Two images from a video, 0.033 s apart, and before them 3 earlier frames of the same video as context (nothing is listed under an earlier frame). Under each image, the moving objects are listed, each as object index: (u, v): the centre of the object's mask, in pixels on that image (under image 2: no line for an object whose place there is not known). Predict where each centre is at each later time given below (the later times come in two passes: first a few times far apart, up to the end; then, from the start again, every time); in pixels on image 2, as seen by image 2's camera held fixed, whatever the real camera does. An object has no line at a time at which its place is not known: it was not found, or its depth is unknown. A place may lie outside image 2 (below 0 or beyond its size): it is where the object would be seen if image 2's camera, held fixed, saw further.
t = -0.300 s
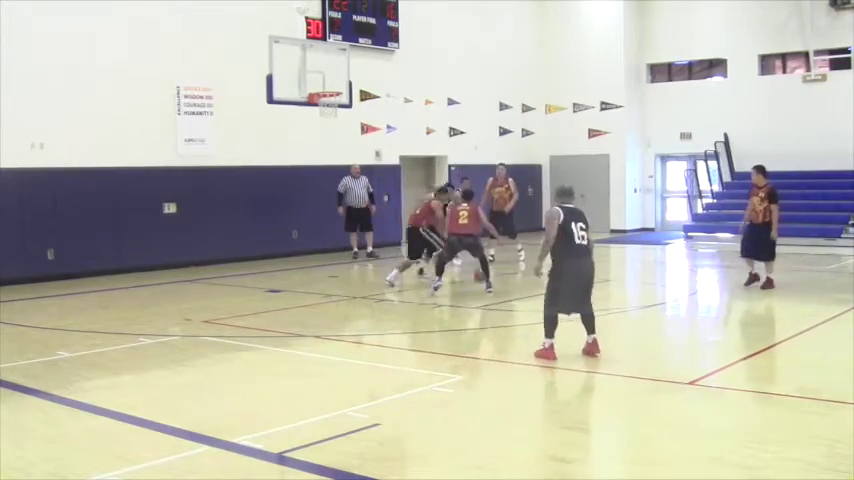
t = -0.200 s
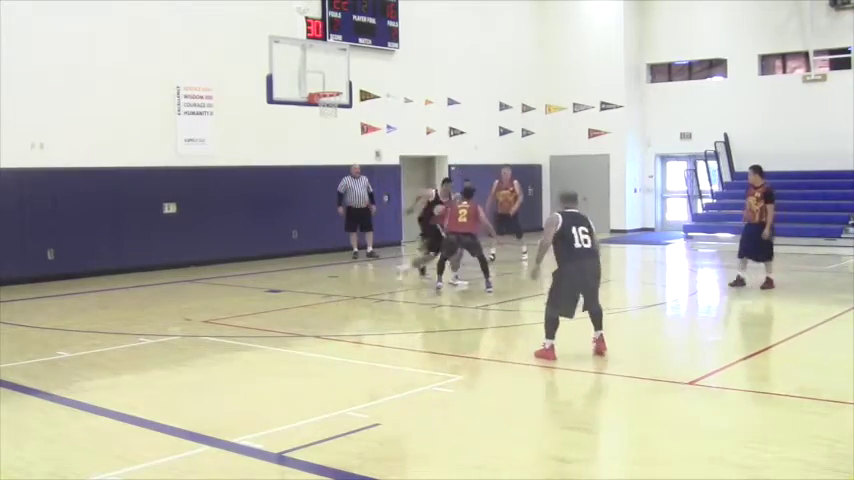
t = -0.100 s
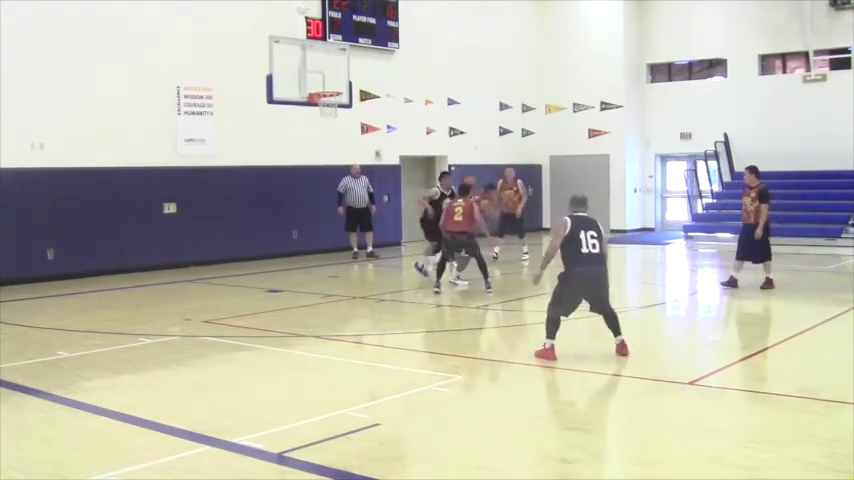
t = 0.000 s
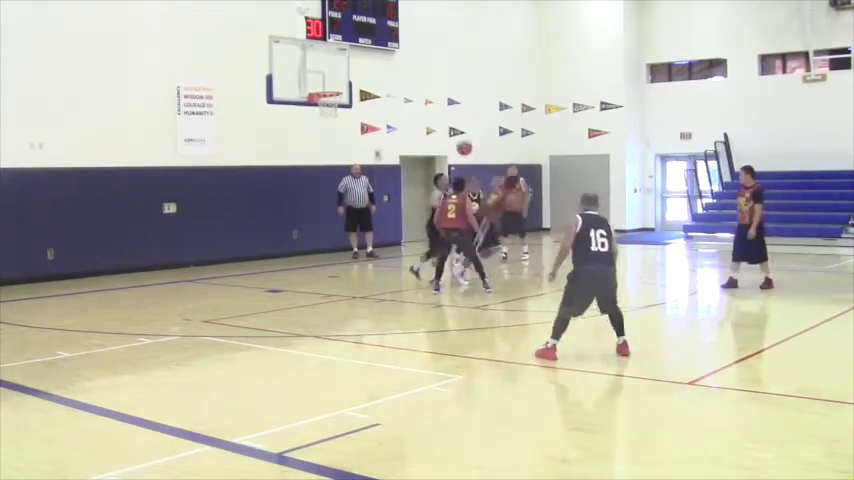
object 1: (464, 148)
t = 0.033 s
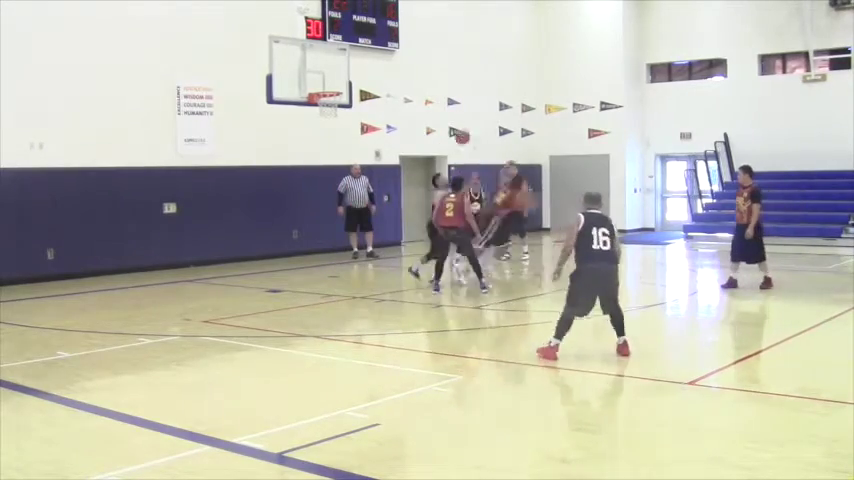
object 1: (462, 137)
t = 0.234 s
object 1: (450, 86)
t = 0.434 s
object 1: (438, 61)
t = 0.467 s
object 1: (436, 59)
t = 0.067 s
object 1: (460, 126)
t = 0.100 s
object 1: (458, 117)
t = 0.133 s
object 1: (456, 109)
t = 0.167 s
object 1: (454, 100)
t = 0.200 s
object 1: (452, 94)
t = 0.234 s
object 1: (450, 86)
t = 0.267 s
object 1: (448, 80)
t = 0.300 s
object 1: (446, 75)
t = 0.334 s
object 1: (444, 70)
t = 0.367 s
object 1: (442, 66)
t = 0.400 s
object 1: (441, 63)
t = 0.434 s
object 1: (438, 61)
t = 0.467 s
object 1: (436, 59)
